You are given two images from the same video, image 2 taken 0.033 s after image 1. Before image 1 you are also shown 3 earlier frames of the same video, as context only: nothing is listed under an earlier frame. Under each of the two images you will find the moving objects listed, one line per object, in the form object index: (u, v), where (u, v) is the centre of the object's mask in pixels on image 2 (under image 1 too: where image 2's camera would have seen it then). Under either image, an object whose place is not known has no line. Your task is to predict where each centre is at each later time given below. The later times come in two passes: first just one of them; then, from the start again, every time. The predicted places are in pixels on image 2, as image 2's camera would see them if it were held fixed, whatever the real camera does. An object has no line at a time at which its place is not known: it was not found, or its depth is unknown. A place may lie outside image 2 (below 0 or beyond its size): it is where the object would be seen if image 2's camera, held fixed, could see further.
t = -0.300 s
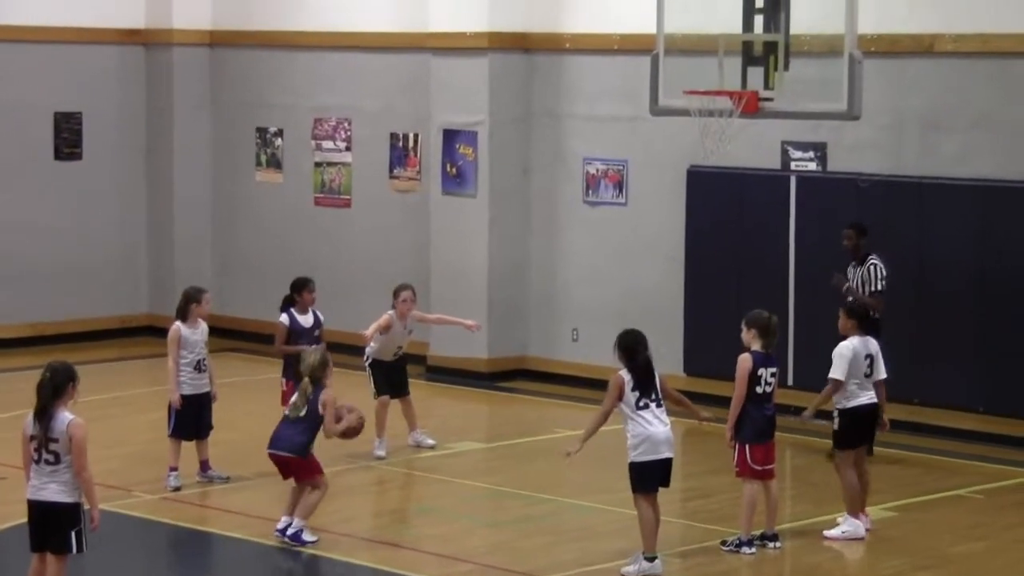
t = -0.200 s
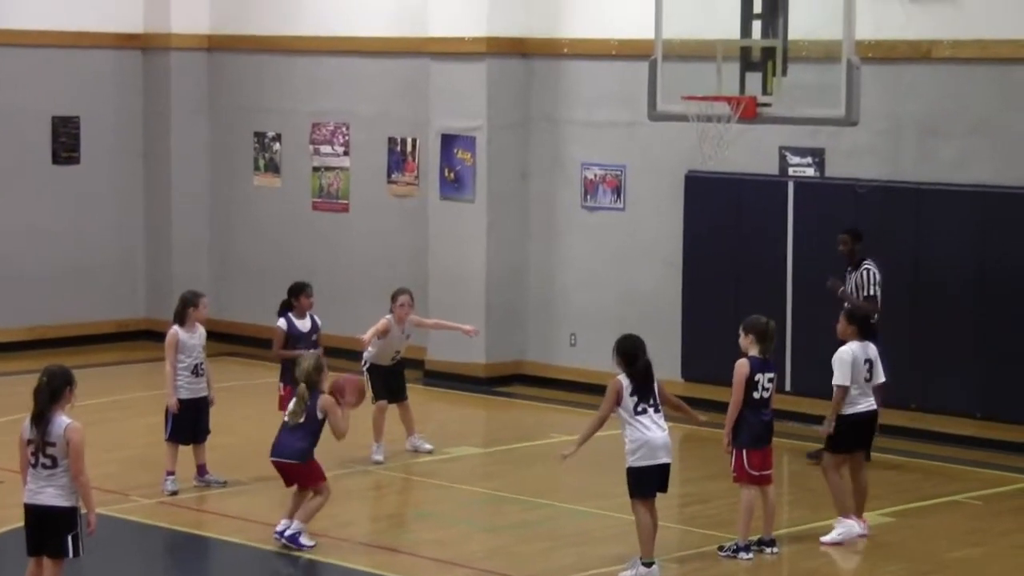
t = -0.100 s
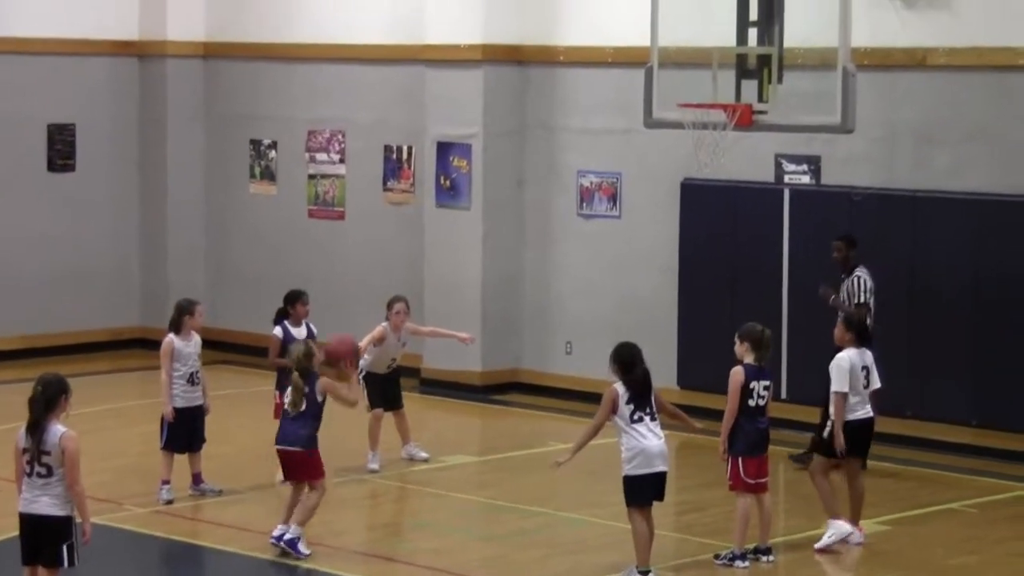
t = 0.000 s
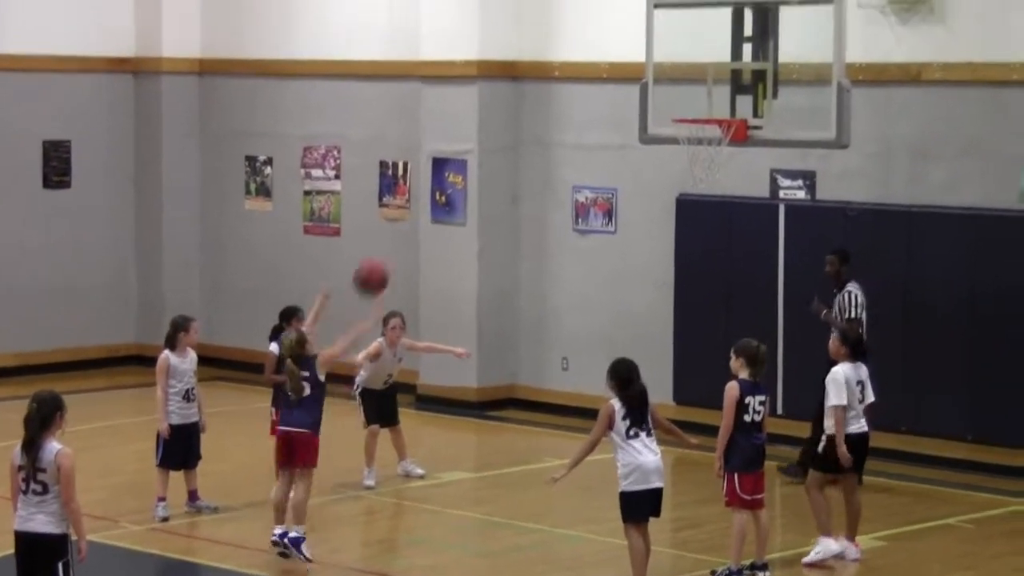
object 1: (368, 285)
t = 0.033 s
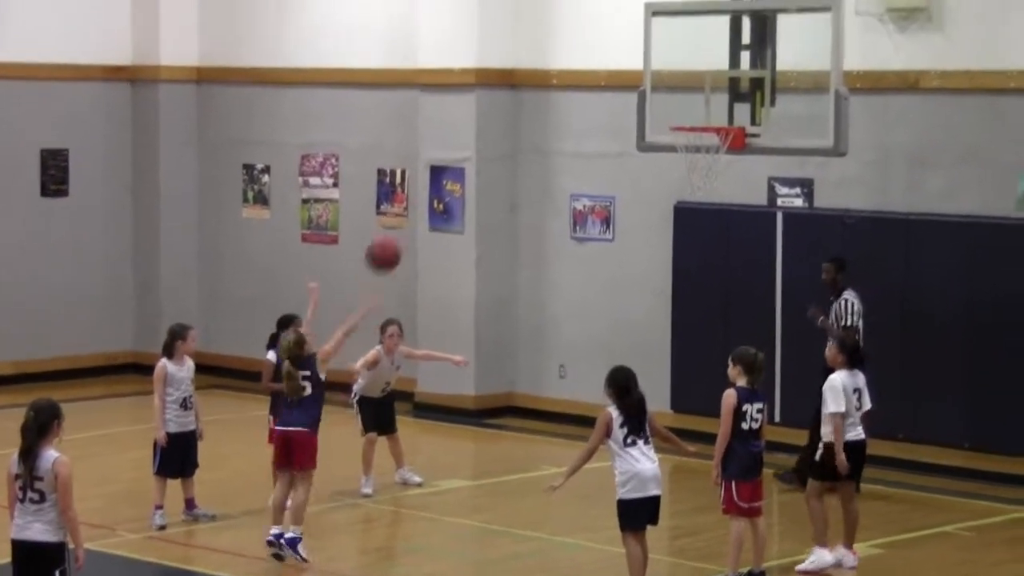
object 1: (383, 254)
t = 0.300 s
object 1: (491, 79)
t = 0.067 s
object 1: (398, 226)
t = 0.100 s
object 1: (412, 199)
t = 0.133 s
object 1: (426, 173)
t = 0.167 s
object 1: (439, 150)
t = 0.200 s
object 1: (453, 130)
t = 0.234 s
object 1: (466, 111)
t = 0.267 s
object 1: (479, 96)
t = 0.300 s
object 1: (491, 79)
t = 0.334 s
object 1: (505, 65)
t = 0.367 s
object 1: (517, 52)
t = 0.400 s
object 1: (529, 43)
